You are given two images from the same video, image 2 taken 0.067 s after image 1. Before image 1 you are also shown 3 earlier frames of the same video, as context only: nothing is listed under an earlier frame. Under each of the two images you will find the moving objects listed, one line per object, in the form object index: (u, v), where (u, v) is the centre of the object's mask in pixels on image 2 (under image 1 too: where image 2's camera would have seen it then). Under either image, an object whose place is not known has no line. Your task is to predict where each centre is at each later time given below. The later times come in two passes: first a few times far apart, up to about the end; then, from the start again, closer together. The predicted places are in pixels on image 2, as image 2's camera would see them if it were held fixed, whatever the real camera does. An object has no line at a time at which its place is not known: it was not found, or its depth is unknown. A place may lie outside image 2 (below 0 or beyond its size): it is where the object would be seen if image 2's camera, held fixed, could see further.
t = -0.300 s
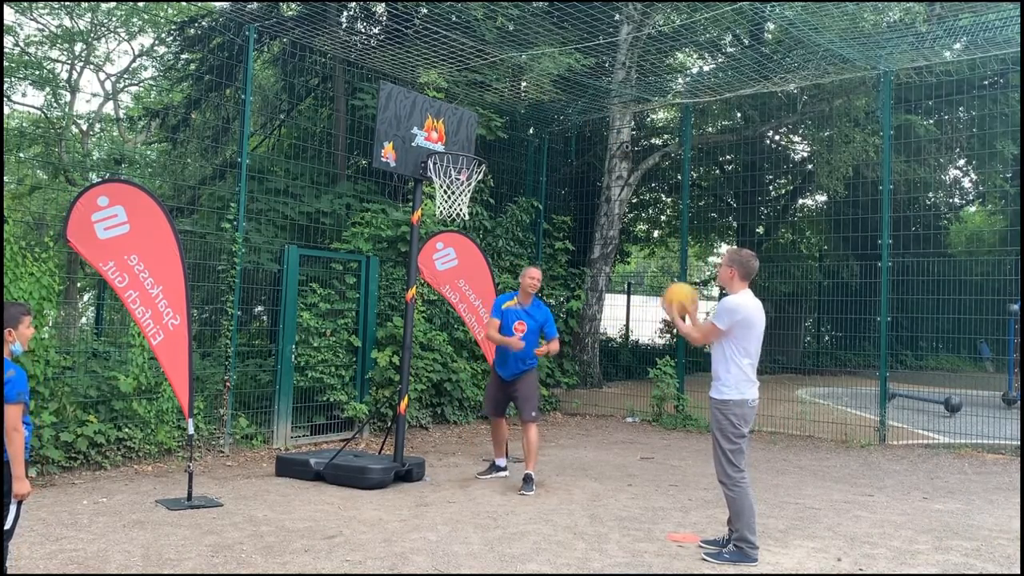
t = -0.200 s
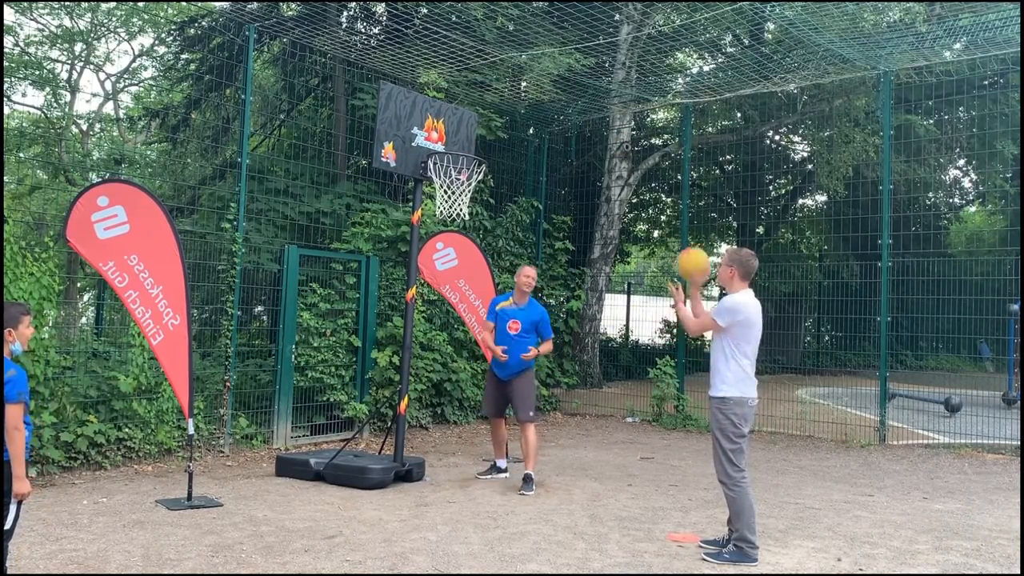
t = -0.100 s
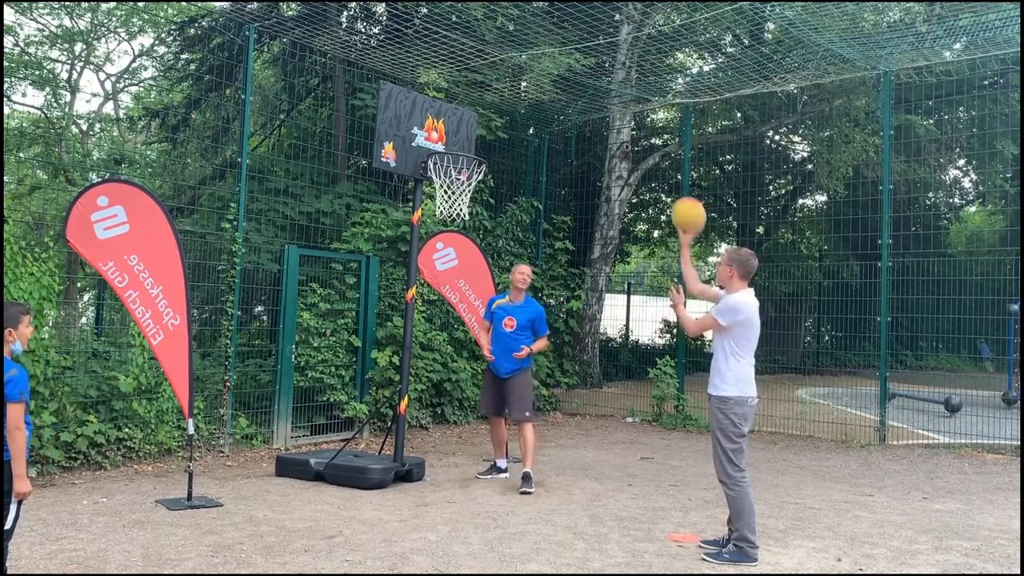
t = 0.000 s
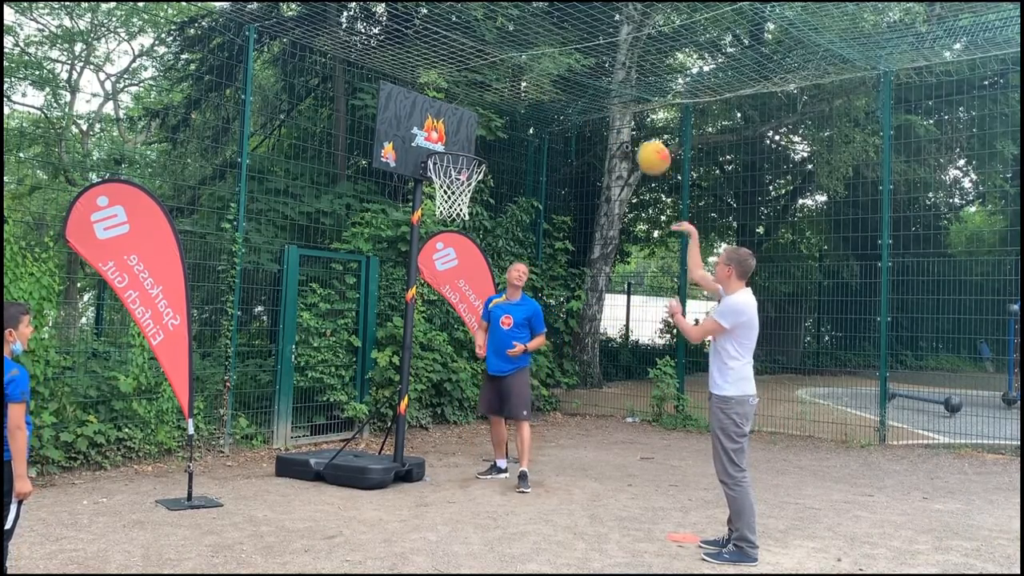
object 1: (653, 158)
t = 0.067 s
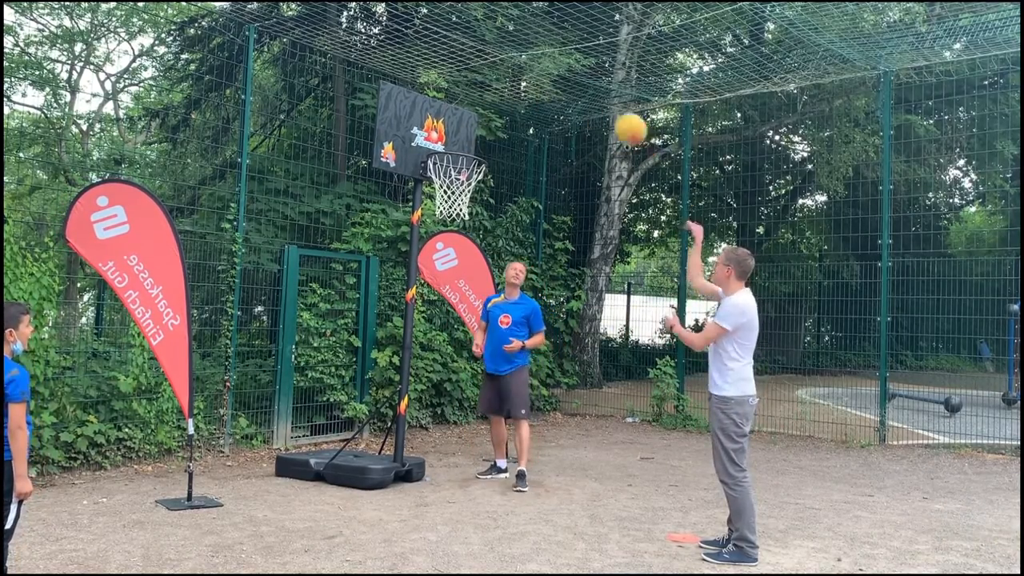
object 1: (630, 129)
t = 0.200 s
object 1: (587, 97)
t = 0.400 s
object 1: (527, 94)
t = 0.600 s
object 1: (473, 138)
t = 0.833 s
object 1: (455, 130)
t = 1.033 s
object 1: (471, 113)
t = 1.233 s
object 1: (486, 145)
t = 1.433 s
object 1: (516, 155)
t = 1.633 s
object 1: (546, 213)
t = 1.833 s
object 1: (573, 327)
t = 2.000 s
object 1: (595, 469)
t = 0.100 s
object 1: (619, 118)
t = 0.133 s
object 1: (608, 109)
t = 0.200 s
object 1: (587, 97)
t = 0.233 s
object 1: (577, 93)
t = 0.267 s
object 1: (567, 90)
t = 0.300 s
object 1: (556, 88)
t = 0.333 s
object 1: (547, 89)
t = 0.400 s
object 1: (527, 94)
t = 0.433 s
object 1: (518, 98)
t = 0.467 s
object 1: (509, 104)
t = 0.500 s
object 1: (500, 111)
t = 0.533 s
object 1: (491, 119)
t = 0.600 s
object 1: (473, 138)
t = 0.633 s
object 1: (464, 148)
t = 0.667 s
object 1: (458, 158)
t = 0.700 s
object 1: (455, 153)
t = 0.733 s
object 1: (452, 149)
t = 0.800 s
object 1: (451, 138)
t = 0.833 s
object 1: (455, 130)
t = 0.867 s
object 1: (457, 124)
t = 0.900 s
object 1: (460, 119)
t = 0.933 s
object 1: (463, 116)
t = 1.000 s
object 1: (469, 112)
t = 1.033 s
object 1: (471, 113)
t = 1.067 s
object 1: (474, 114)
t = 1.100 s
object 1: (476, 117)
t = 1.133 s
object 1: (479, 122)
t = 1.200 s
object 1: (483, 136)
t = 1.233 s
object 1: (486, 145)
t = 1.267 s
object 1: (490, 147)
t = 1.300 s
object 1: (495, 146)
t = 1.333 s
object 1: (500, 146)
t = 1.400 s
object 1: (510, 151)
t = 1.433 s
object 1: (516, 155)
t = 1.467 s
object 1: (521, 160)
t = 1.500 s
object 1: (526, 168)
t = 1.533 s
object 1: (531, 177)
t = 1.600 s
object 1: (541, 199)
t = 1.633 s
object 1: (546, 213)
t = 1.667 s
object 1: (550, 228)
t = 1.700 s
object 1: (555, 244)
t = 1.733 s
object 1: (560, 263)
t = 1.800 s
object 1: (568, 303)
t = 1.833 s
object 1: (573, 327)
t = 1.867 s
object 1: (577, 352)
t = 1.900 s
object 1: (582, 377)
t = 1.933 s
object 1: (586, 406)
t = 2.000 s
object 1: (595, 469)
